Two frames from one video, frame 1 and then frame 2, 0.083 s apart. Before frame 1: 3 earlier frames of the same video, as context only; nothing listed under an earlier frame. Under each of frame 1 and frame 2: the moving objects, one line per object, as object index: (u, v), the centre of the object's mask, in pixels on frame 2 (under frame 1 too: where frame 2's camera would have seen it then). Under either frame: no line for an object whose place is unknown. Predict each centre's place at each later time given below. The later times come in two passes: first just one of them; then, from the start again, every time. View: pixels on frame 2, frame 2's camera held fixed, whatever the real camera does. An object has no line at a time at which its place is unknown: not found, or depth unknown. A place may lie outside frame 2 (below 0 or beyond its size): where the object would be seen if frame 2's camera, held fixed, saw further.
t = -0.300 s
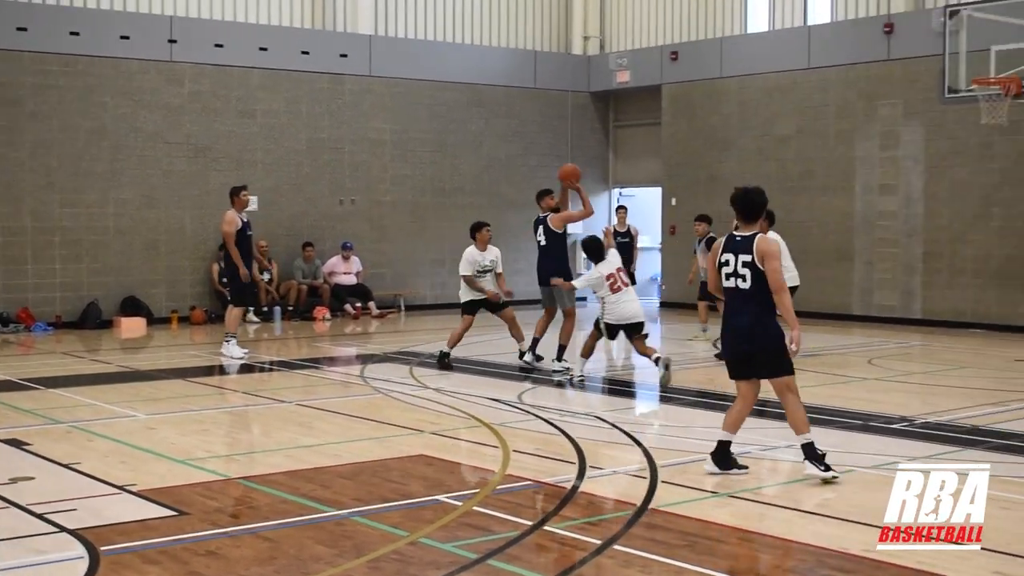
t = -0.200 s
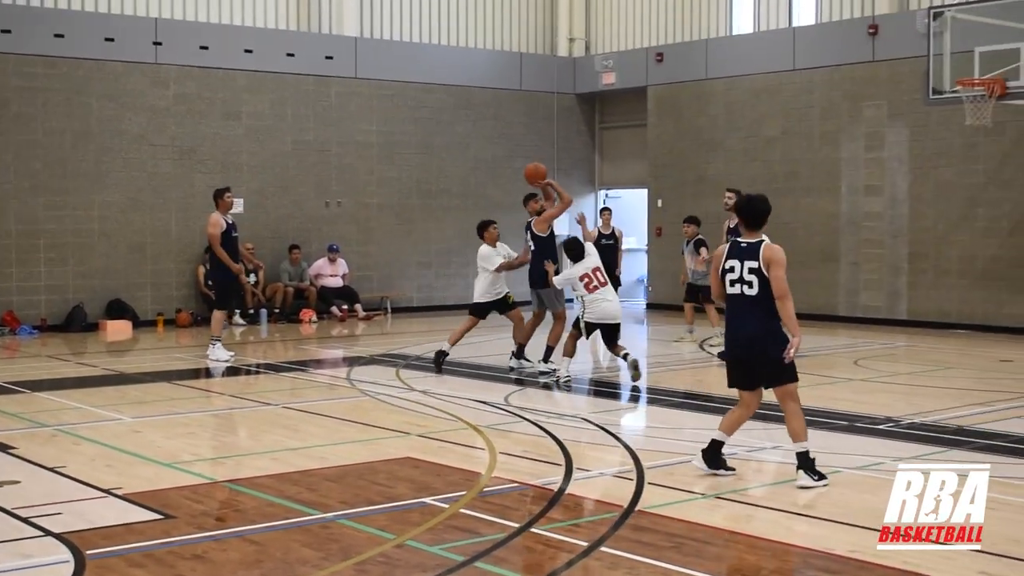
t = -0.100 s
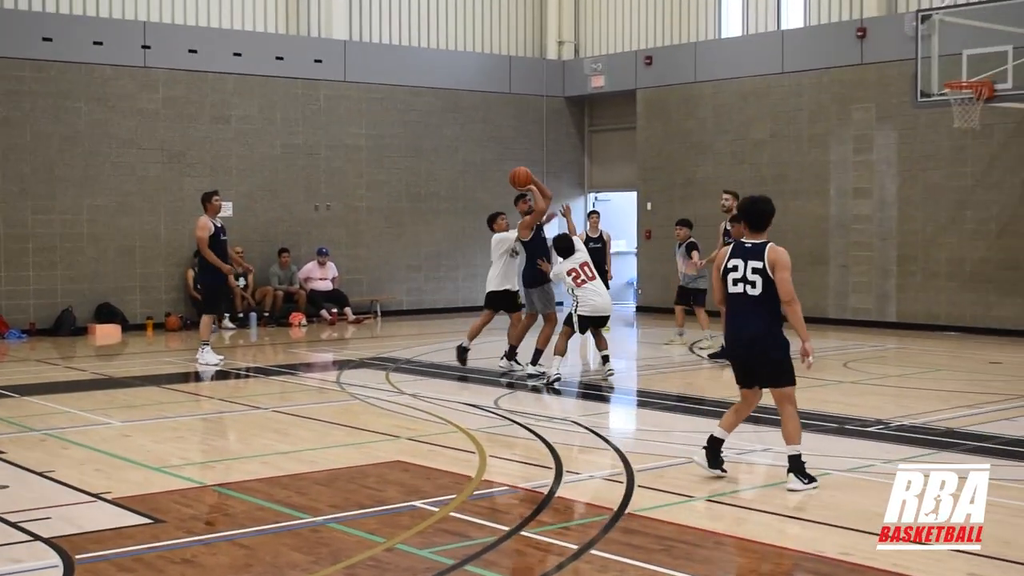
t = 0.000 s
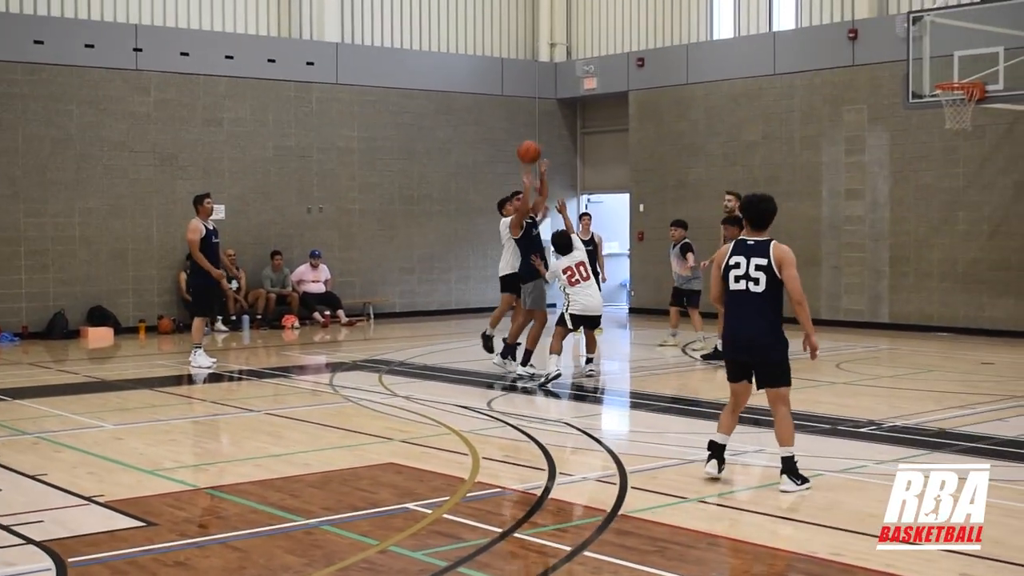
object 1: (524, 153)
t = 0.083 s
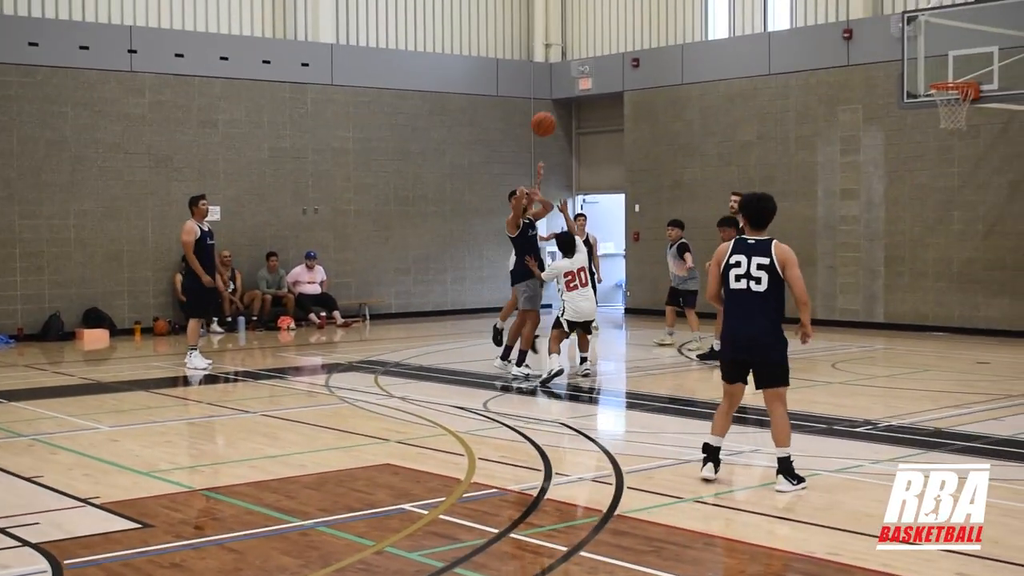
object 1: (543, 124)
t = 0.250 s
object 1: (583, 80)
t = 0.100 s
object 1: (547, 119)
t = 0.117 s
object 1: (551, 113)
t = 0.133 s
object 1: (555, 109)
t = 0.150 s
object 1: (560, 105)
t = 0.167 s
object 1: (563, 100)
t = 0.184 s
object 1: (566, 96)
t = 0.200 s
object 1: (570, 92)
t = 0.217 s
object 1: (574, 87)
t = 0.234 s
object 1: (579, 84)
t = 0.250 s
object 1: (583, 80)
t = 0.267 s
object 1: (587, 78)
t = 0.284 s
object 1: (592, 75)
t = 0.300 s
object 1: (596, 73)
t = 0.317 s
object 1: (599, 69)
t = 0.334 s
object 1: (603, 67)
